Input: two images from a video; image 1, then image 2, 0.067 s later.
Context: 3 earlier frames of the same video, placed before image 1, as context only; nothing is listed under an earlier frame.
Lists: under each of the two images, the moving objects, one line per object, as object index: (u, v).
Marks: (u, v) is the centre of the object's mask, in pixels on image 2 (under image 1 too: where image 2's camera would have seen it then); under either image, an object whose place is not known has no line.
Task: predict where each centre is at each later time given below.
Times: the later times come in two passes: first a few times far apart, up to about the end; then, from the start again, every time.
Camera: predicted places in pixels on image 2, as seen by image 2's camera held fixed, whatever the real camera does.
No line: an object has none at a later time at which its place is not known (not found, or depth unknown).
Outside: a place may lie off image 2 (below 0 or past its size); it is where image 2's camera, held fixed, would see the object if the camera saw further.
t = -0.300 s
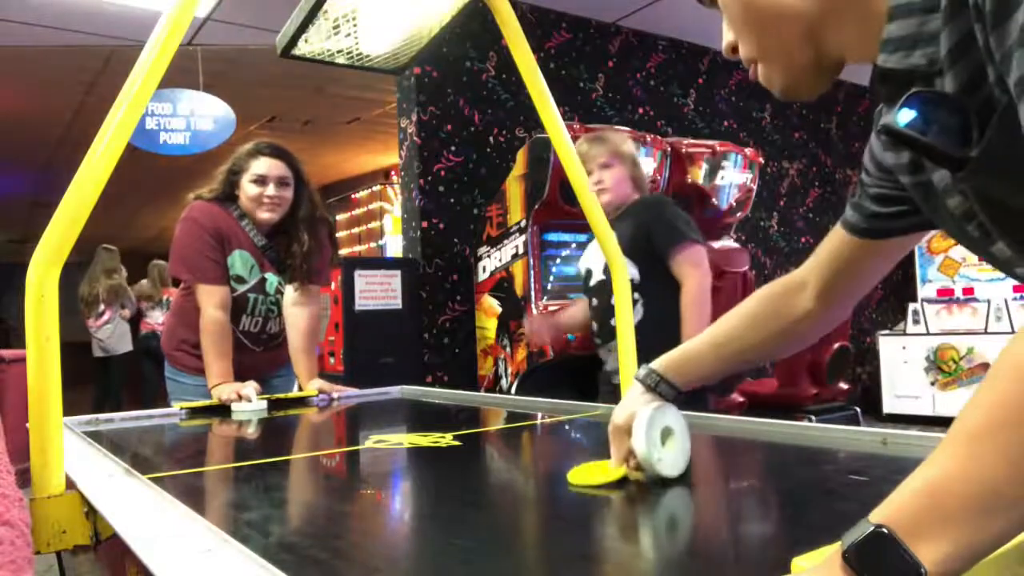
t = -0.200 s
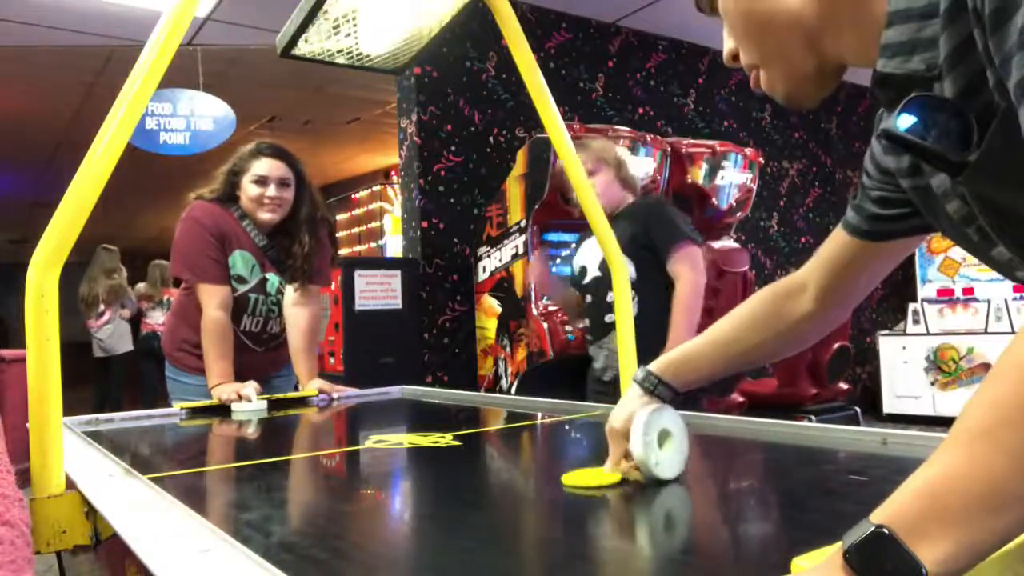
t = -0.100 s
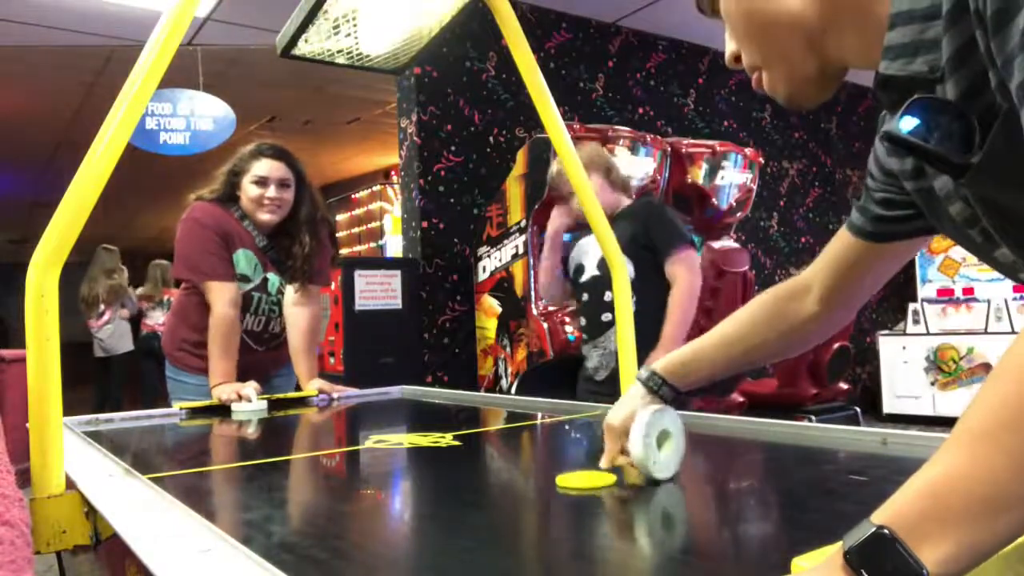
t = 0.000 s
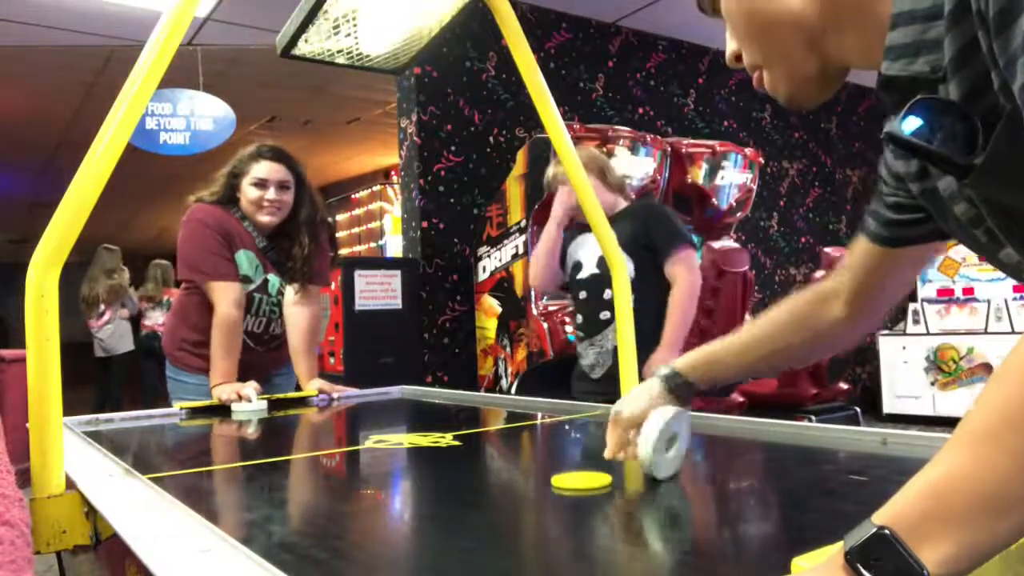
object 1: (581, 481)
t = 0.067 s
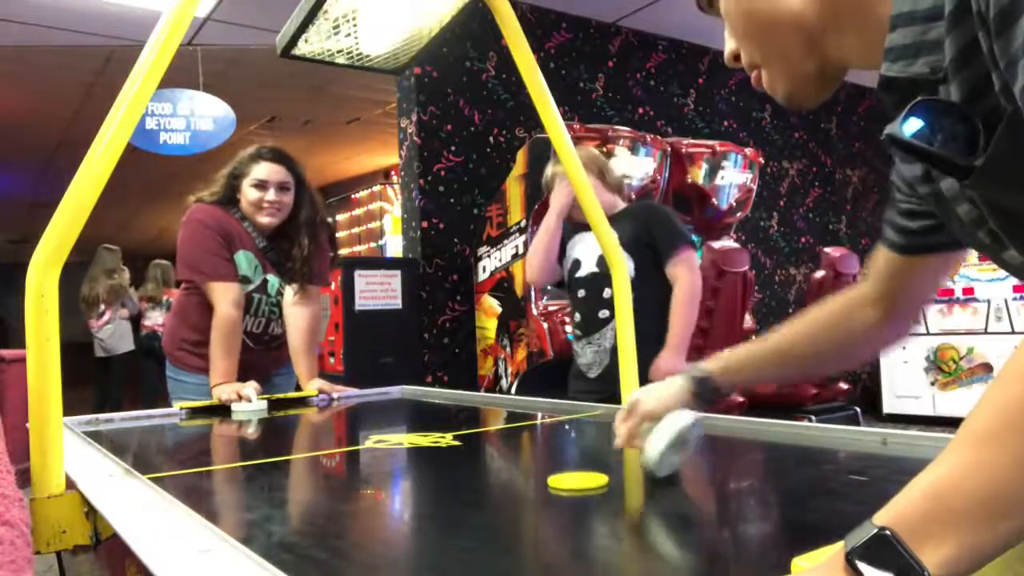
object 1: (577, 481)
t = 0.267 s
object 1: (566, 482)
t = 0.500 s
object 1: (551, 482)
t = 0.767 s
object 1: (529, 483)
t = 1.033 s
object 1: (505, 483)
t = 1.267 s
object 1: (482, 483)
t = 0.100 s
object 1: (576, 481)
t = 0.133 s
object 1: (574, 481)
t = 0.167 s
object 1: (572, 481)
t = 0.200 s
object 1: (570, 481)
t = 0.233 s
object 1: (568, 481)
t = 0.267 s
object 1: (566, 482)
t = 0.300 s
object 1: (564, 482)
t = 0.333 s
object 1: (562, 482)
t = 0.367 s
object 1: (560, 482)
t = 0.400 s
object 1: (558, 482)
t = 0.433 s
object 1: (555, 482)
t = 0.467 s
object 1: (553, 482)
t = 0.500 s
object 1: (551, 482)
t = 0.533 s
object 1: (548, 482)
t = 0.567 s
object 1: (546, 482)
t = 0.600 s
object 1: (543, 483)
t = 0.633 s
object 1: (541, 483)
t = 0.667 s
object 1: (538, 483)
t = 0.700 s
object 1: (535, 483)
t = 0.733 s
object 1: (532, 483)
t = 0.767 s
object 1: (529, 483)
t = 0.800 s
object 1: (526, 483)
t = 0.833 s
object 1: (523, 483)
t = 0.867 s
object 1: (521, 483)
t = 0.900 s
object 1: (518, 483)
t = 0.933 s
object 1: (515, 483)
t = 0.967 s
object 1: (512, 483)
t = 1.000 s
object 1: (508, 483)
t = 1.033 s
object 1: (505, 483)
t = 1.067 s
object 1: (502, 483)
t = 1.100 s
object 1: (499, 483)
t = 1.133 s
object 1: (495, 483)
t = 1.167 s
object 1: (492, 483)
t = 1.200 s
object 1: (489, 483)
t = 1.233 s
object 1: (485, 483)
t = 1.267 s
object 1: (482, 483)
